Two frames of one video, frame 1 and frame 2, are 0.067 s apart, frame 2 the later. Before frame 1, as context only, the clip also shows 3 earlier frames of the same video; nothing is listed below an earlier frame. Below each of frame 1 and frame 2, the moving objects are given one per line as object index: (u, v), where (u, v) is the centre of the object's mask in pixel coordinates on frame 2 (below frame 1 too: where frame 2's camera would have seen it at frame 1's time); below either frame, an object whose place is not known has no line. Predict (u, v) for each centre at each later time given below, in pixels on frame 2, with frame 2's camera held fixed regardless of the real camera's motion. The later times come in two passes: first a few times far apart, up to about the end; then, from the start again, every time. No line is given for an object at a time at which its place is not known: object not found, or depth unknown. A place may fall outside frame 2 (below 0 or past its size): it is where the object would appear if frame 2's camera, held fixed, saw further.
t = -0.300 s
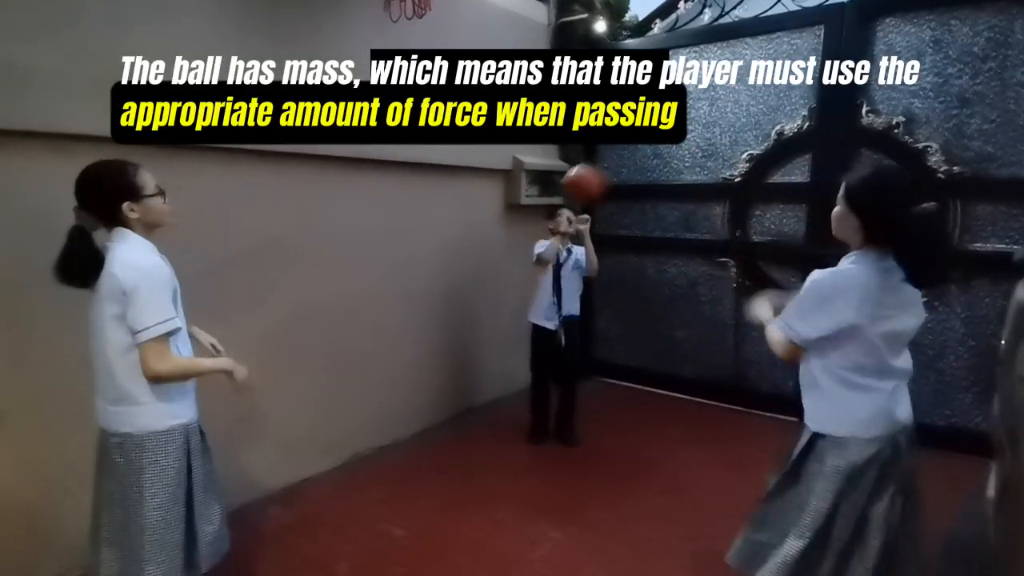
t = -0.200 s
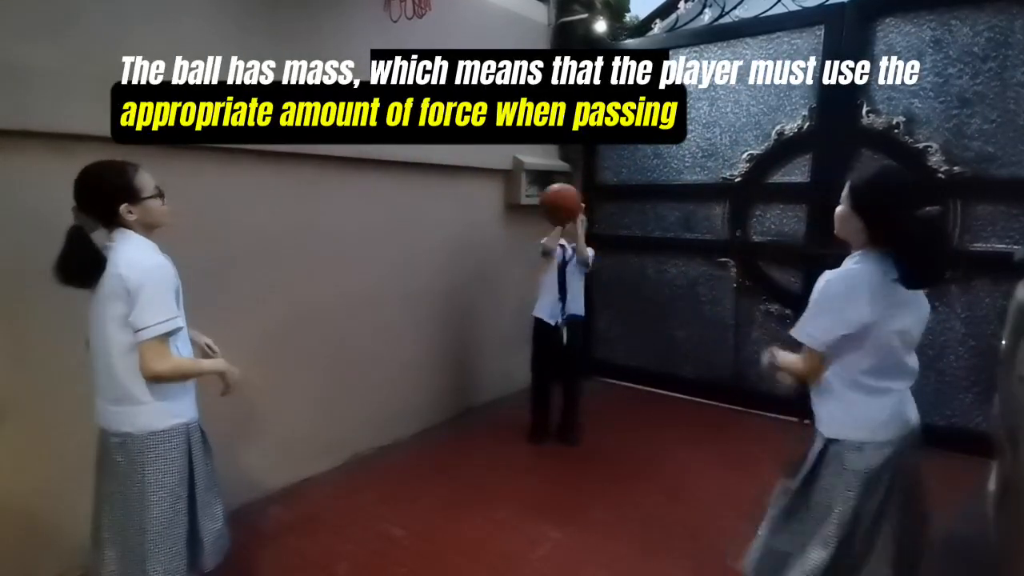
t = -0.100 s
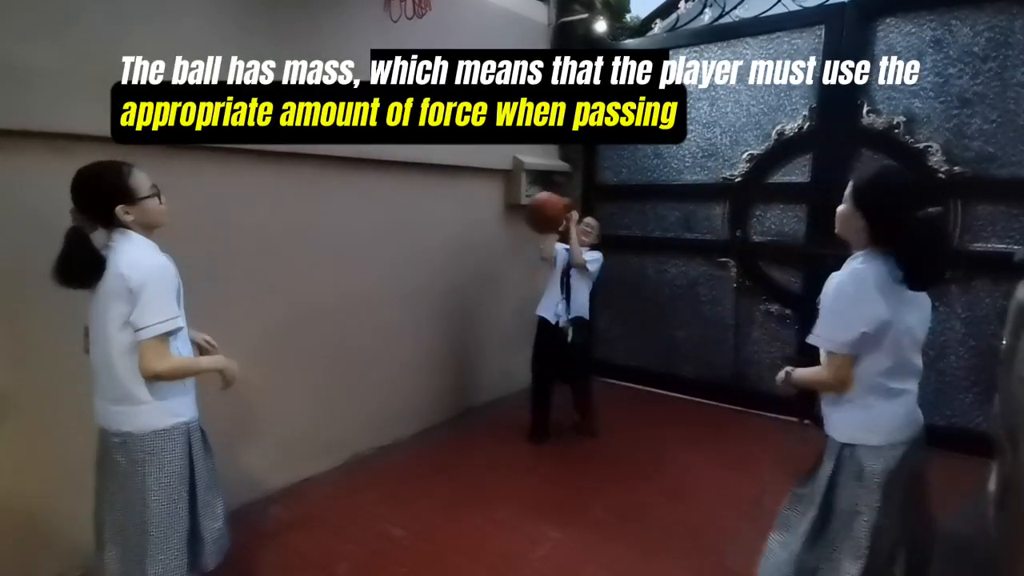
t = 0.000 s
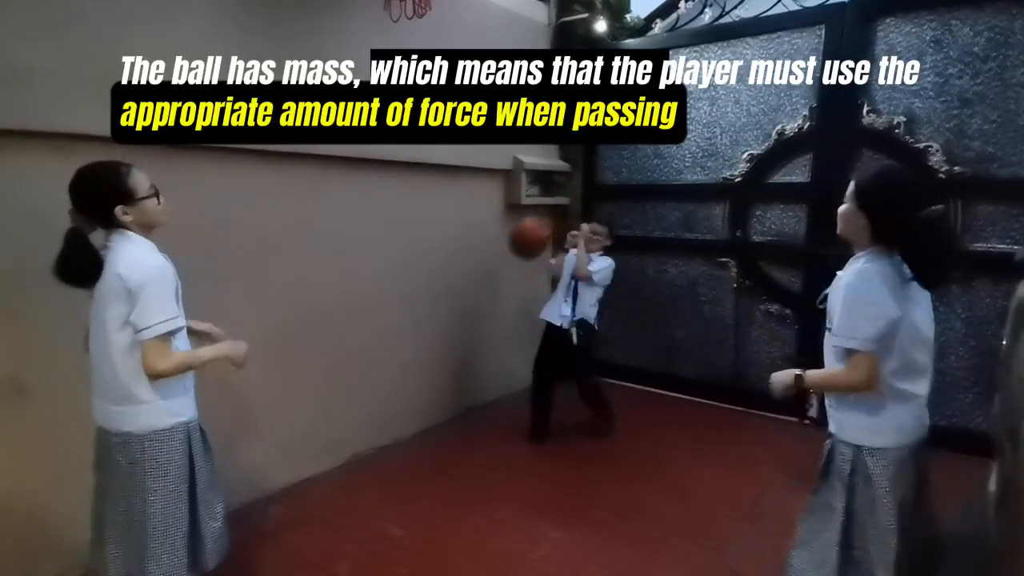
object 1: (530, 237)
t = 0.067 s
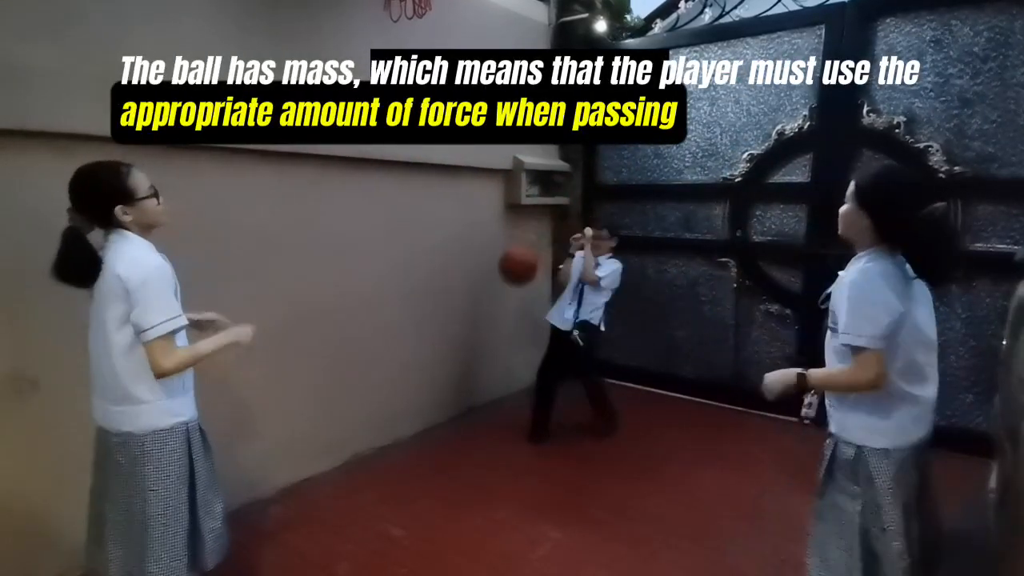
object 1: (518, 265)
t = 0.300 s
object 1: (487, 401)
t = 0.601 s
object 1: (460, 312)
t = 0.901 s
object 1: (439, 313)
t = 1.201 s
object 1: (416, 428)
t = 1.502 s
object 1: (380, 351)
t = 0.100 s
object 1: (513, 280)
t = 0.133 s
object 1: (508, 298)
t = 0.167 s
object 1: (504, 316)
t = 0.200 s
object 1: (499, 338)
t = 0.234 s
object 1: (495, 360)
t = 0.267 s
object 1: (491, 383)
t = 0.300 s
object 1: (487, 401)
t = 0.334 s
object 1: (484, 414)
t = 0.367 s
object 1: (480, 401)
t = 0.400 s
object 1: (476, 389)
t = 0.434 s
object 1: (473, 371)
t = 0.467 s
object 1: (470, 356)
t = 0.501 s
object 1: (467, 342)
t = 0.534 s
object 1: (465, 331)
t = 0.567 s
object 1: (462, 320)
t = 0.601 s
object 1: (460, 312)
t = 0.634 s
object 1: (458, 304)
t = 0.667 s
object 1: (455, 299)
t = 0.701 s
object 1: (453, 296)
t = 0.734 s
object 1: (451, 294)
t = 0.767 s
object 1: (449, 294)
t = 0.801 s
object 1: (446, 296)
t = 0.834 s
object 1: (443, 300)
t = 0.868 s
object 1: (441, 306)
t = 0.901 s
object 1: (439, 313)
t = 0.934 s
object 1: (436, 322)
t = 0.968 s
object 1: (433, 334)
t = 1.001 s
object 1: (431, 347)
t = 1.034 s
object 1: (429, 361)
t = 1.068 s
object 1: (427, 377)
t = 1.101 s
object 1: (425, 397)
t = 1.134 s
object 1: (422, 416)
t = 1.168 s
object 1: (419, 436)
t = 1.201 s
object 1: (416, 428)
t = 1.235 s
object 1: (413, 407)
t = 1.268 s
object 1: (404, 382)
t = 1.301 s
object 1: (401, 372)
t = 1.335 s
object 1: (397, 364)
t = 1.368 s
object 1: (393, 358)
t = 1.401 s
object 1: (389, 354)
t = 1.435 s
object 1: (385, 352)
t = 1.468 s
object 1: (381, 351)
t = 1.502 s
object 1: (380, 351)
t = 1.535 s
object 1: (380, 354)
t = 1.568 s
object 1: (381, 358)
